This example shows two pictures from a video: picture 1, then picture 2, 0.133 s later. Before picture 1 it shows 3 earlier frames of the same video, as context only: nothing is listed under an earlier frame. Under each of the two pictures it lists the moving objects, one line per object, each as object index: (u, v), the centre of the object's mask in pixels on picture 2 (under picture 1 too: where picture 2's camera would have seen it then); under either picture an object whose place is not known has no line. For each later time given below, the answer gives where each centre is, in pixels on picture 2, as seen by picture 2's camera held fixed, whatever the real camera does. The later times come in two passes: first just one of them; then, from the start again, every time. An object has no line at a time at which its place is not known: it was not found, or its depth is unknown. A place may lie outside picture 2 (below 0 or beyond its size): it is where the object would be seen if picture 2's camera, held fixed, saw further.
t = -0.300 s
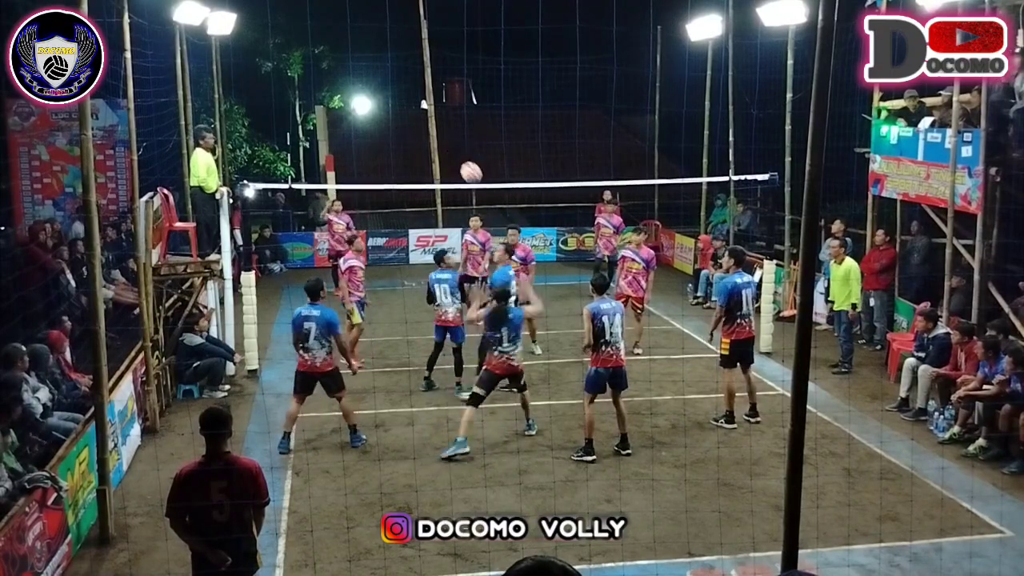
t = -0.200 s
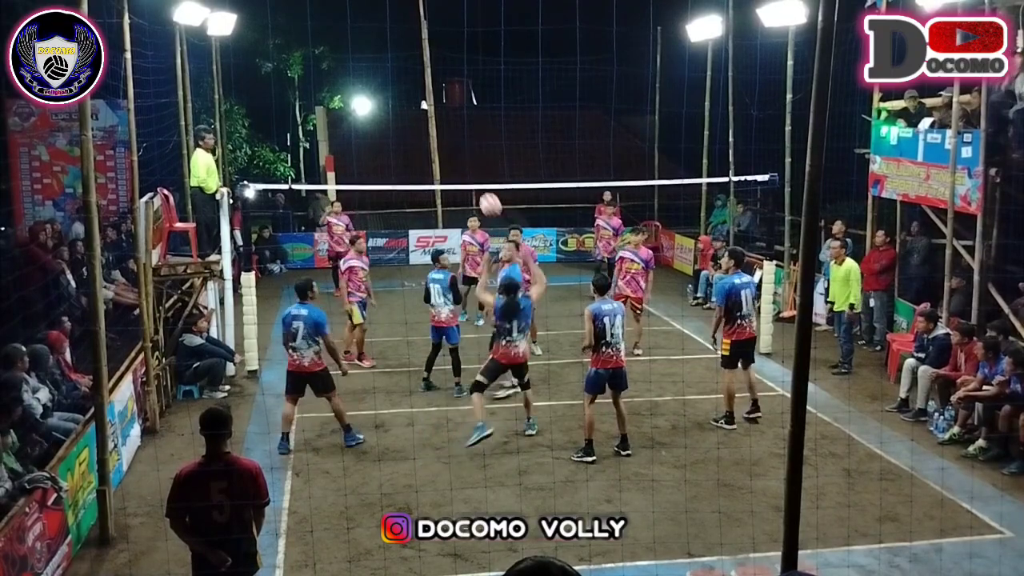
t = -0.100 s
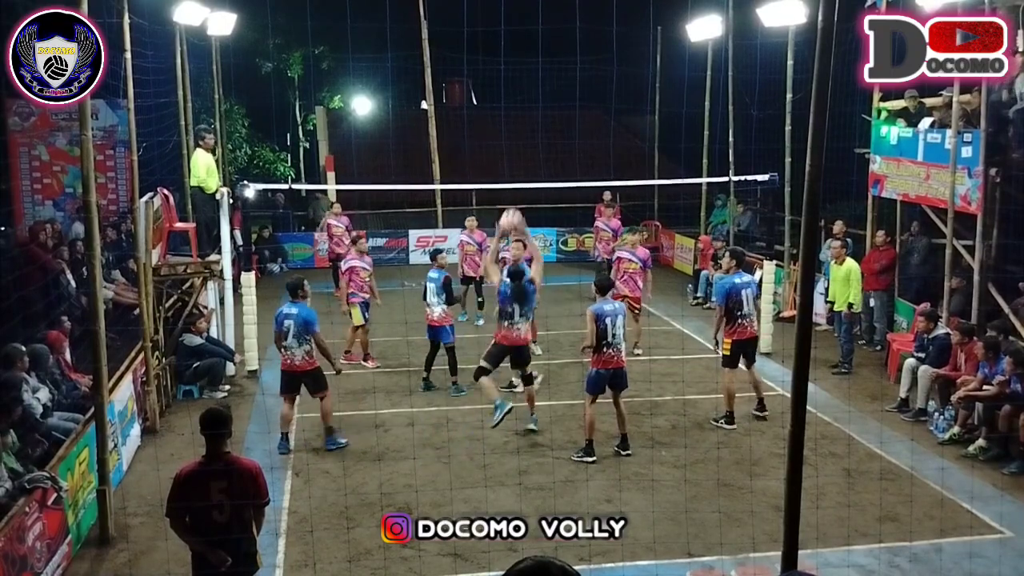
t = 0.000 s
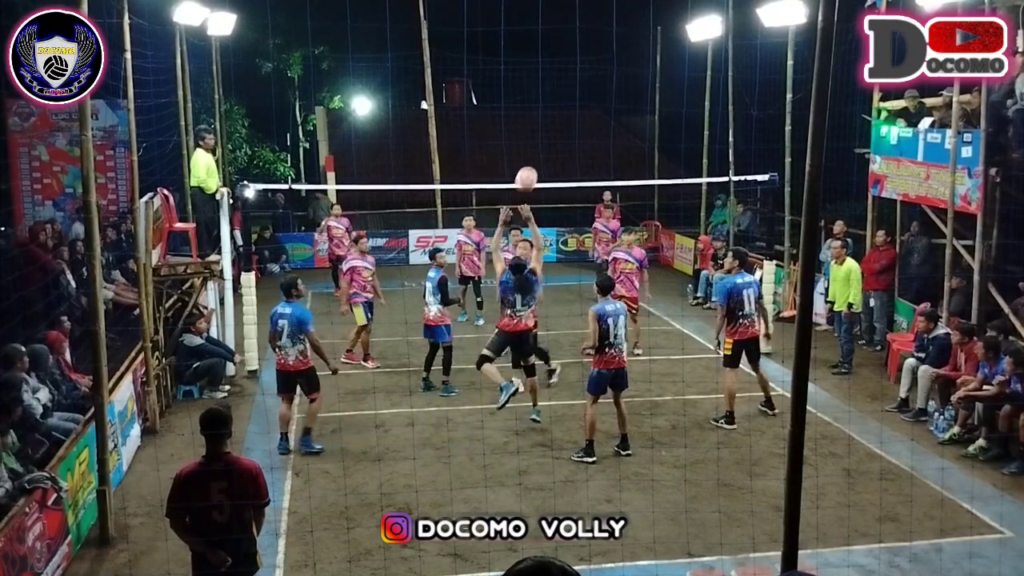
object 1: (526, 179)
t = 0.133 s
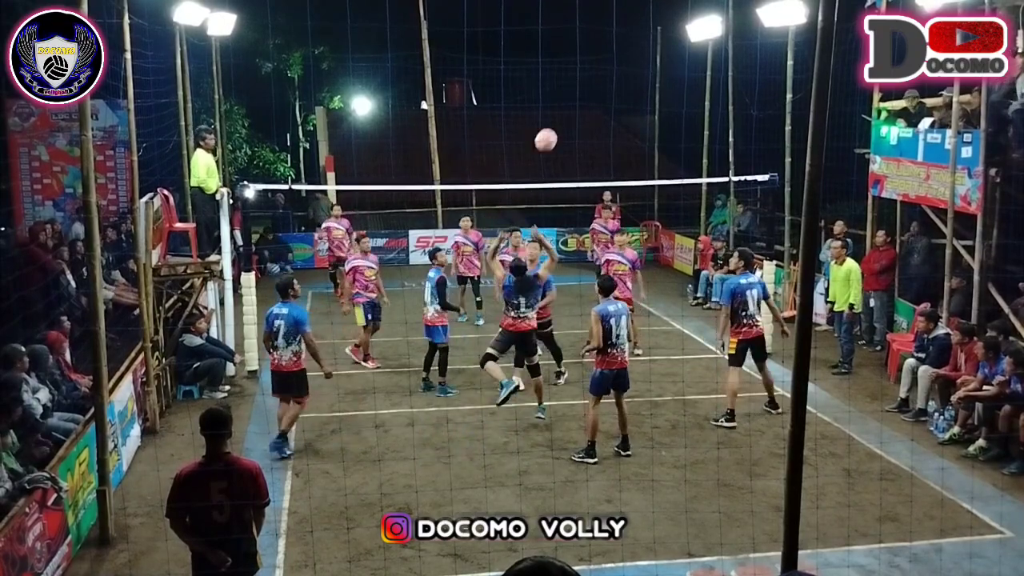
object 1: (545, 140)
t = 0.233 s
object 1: (559, 123)
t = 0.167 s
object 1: (550, 133)
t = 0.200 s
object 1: (555, 127)
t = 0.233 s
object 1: (559, 123)
